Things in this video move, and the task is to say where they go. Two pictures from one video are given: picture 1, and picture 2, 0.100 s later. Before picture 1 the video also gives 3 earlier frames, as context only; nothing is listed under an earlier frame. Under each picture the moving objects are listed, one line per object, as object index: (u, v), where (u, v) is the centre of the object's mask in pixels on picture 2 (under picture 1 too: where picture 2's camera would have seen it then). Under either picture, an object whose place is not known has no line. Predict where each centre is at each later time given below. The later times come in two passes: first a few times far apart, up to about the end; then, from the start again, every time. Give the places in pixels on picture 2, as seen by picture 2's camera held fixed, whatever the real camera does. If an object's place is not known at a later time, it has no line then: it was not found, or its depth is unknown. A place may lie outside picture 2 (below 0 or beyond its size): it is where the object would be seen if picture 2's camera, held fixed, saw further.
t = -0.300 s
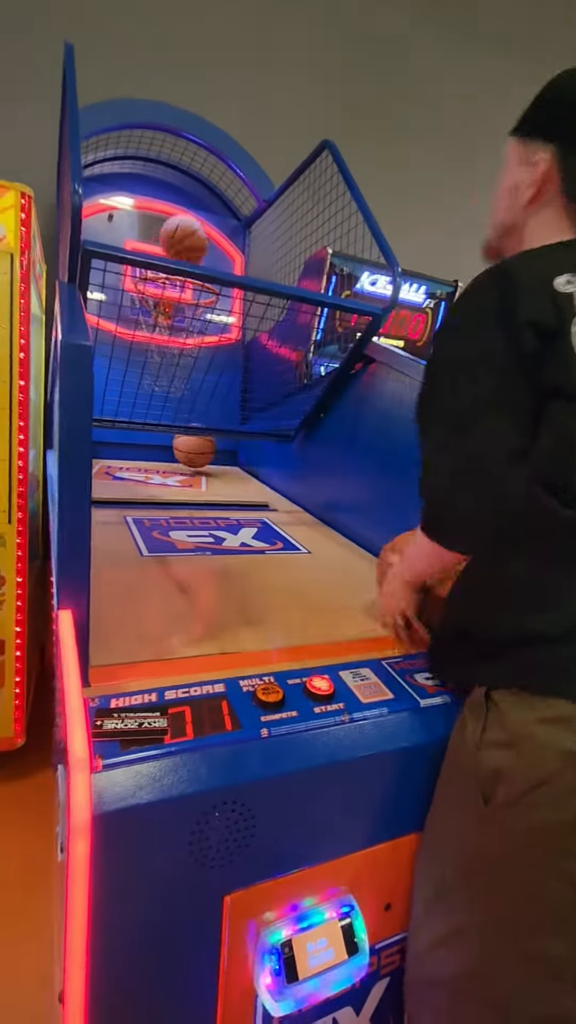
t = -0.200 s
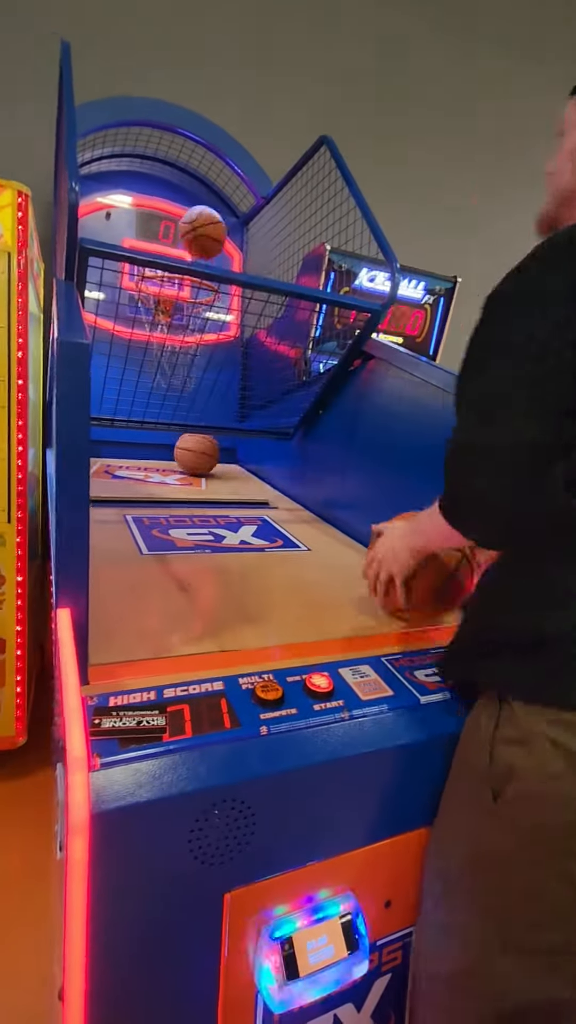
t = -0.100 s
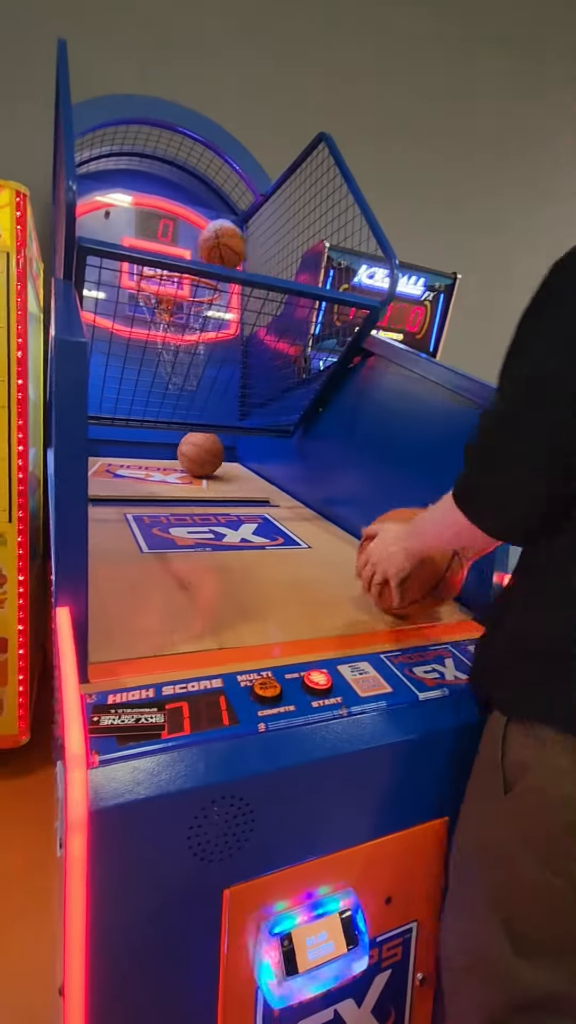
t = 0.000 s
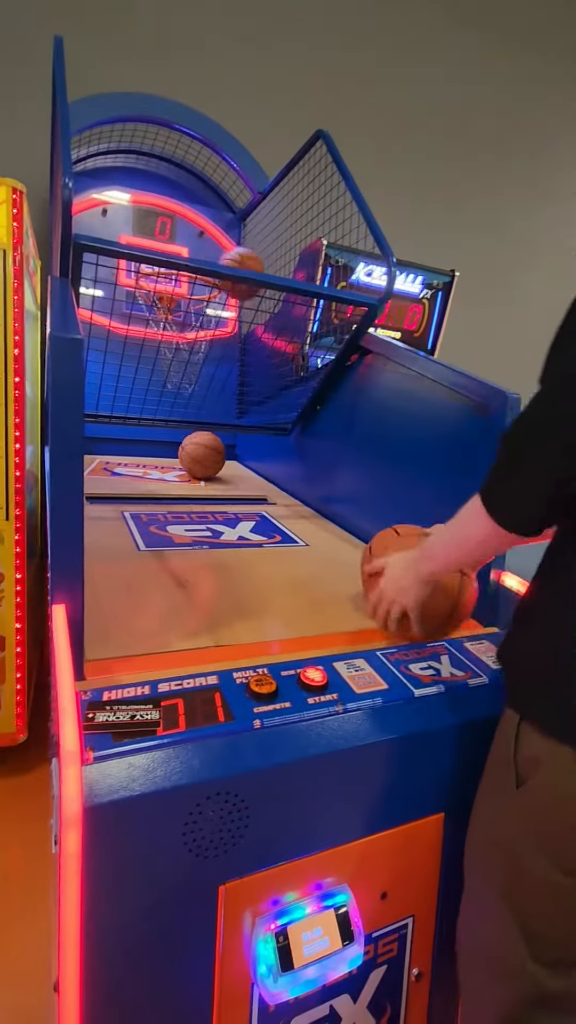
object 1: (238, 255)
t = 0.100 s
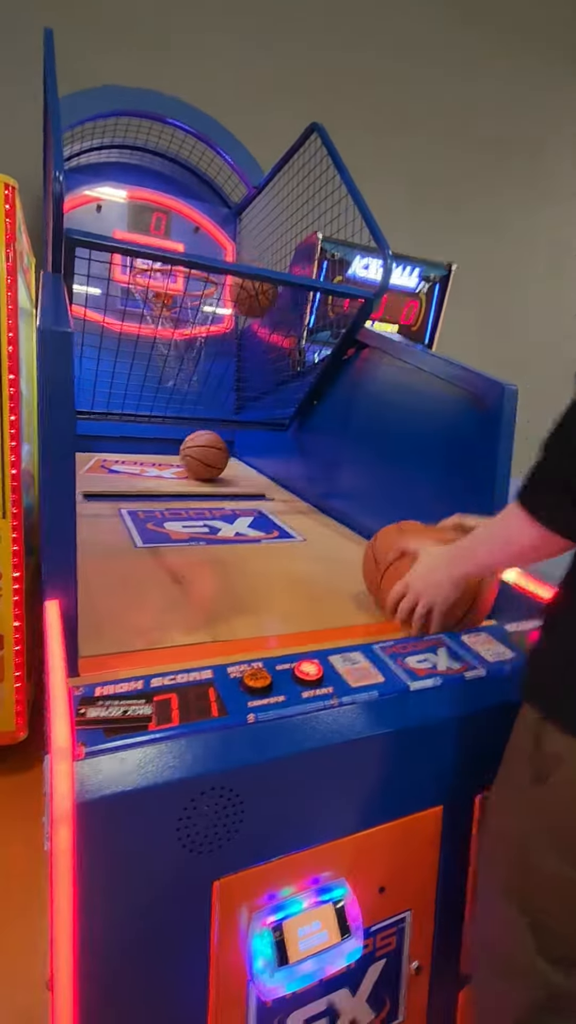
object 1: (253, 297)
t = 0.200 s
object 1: (239, 311)
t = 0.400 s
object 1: (207, 414)
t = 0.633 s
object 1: (165, 437)
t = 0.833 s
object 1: (142, 439)
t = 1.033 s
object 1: (120, 437)
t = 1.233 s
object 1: (106, 437)
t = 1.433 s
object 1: (93, 439)
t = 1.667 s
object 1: (81, 444)
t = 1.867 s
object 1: (84, 450)
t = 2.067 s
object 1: (94, 458)
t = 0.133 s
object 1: (249, 299)
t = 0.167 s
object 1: (245, 301)
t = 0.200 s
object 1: (239, 311)
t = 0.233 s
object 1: (234, 324)
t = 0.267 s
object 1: (229, 338)
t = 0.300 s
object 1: (224, 355)
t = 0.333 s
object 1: (219, 375)
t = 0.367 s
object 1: (213, 395)
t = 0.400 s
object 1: (207, 414)
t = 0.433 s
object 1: (197, 426)
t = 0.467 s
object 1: (188, 442)
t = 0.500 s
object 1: (182, 453)
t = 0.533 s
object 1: (178, 449)
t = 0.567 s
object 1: (173, 442)
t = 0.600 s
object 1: (169, 439)
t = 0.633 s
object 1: (165, 437)
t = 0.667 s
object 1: (161, 437)
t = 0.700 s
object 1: (157, 436)
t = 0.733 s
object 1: (153, 437)
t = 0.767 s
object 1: (150, 440)
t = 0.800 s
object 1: (146, 443)
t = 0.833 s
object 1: (142, 439)
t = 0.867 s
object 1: (138, 436)
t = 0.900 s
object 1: (134, 436)
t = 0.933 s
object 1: (130, 436)
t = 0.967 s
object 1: (127, 438)
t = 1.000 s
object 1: (123, 439)
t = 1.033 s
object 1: (120, 437)
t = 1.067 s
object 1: (116, 436)
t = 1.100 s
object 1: (114, 436)
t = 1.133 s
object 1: (112, 437)
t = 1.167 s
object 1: (110, 437)
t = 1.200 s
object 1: (108, 437)
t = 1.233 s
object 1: (106, 437)
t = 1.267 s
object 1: (105, 437)
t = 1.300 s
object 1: (103, 437)
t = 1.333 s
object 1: (101, 437)
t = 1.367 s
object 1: (98, 438)
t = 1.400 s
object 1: (96, 438)
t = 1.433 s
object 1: (93, 439)
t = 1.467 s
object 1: (91, 440)
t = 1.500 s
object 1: (89, 440)
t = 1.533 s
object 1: (87, 441)
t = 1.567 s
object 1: (85, 442)
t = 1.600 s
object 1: (83, 443)
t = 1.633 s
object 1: (82, 444)
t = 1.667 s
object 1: (81, 444)
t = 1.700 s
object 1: (79, 445)
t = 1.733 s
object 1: (79, 446)
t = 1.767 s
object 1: (81, 447)
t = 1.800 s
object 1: (82, 448)
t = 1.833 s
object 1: (83, 449)
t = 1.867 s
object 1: (84, 450)
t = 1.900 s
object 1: (85, 452)
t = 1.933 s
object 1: (86, 453)
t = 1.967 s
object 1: (88, 454)
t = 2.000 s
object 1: (90, 455)
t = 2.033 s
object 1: (92, 456)
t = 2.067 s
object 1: (94, 458)
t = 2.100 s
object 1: (97, 460)
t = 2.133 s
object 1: (99, 461)
